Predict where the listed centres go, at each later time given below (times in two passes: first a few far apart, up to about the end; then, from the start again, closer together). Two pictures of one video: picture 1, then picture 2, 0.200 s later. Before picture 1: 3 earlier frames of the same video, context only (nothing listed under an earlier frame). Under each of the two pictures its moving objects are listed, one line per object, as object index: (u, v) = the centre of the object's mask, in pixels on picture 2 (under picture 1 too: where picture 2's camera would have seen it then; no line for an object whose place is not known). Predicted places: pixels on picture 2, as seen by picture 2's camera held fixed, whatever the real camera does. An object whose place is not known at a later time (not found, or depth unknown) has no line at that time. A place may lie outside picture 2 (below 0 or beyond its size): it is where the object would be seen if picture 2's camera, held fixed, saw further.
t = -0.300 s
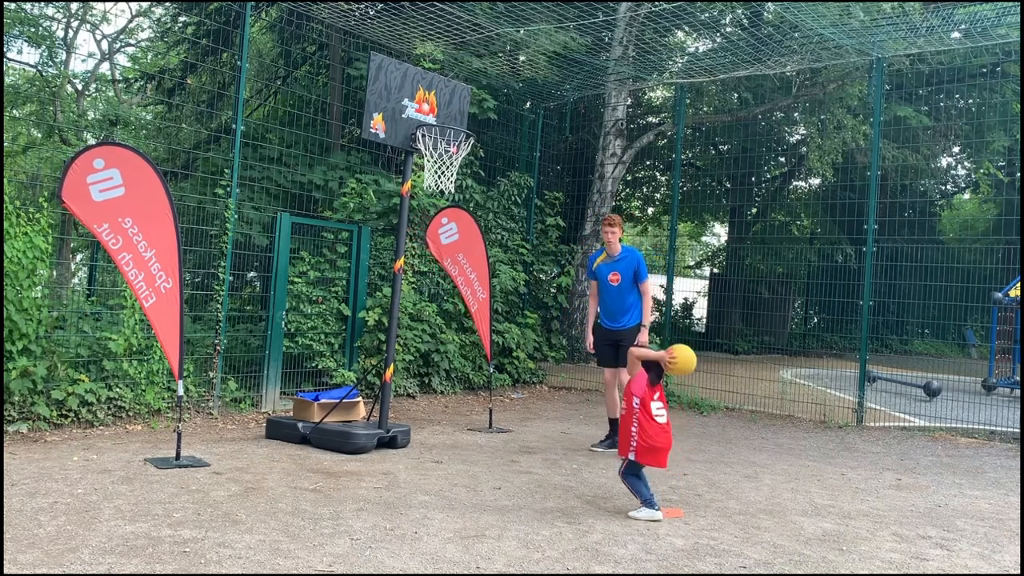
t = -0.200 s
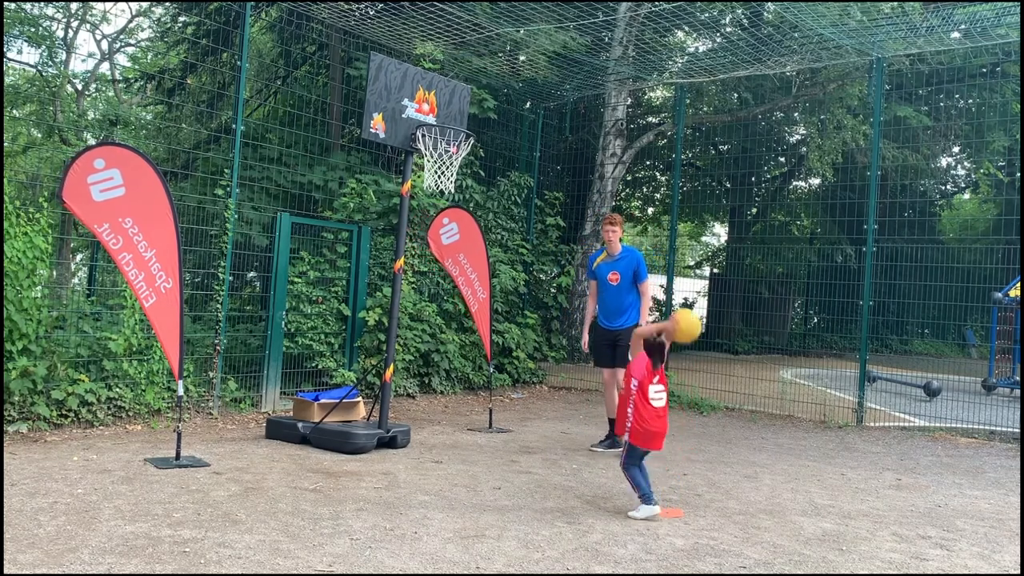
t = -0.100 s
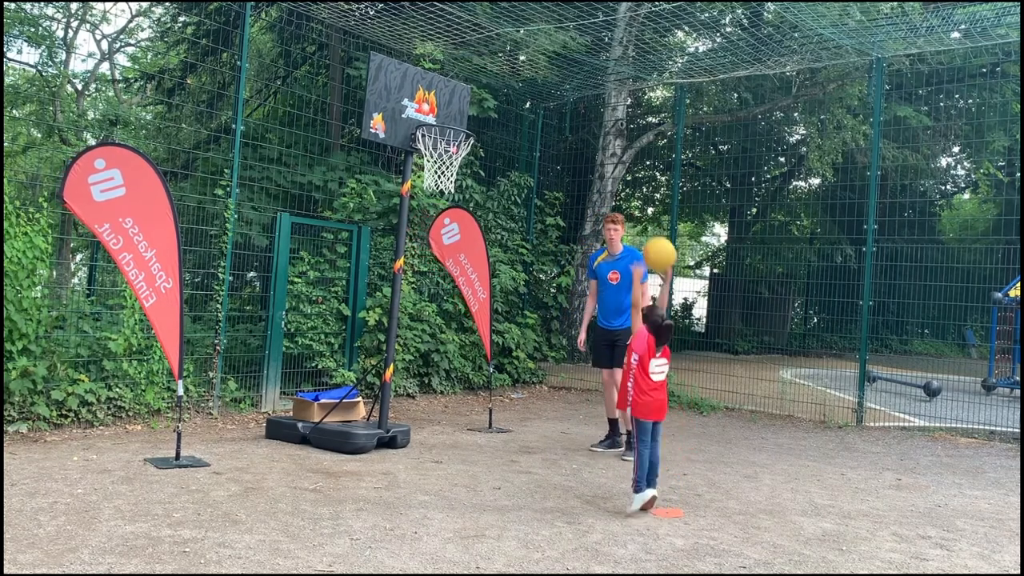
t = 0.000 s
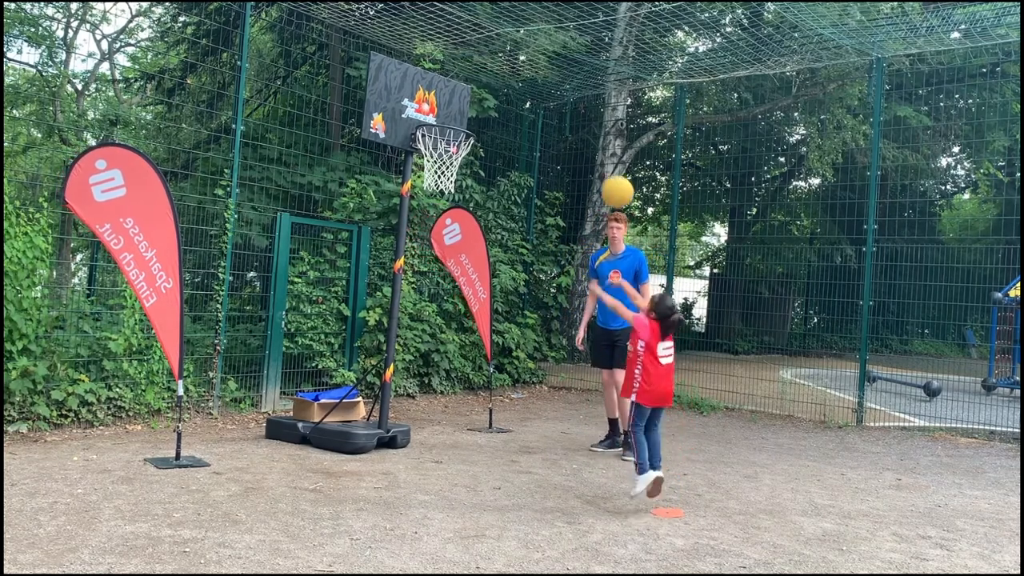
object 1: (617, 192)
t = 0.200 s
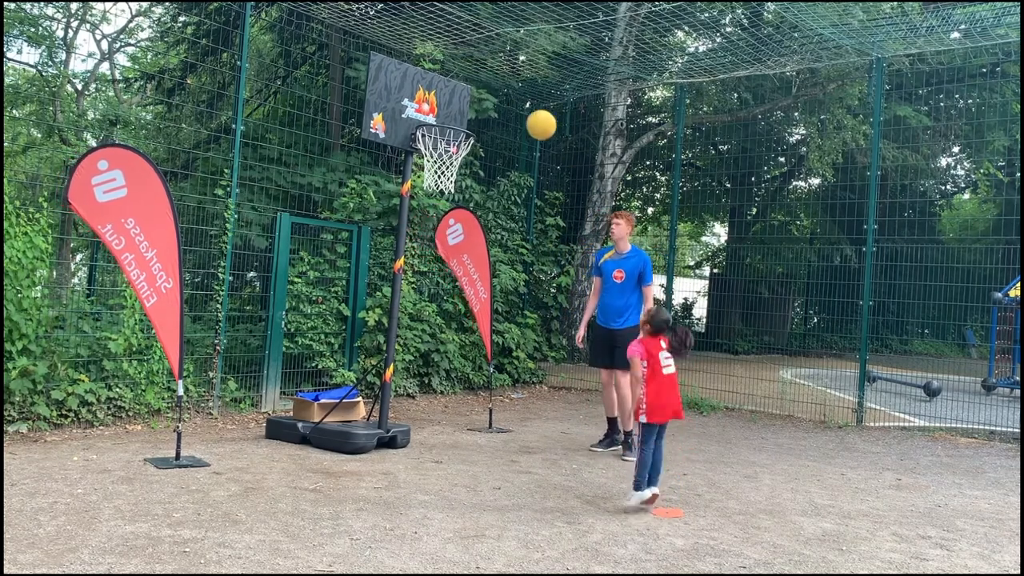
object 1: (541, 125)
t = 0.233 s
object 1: (529, 120)
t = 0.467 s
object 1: (469, 108)
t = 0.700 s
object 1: (460, 95)
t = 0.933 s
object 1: (448, 147)
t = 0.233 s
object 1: (529, 120)
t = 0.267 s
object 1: (518, 117)
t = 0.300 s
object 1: (506, 115)
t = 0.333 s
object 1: (495, 115)
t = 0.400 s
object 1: (473, 119)
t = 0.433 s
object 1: (469, 116)
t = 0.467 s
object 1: (469, 108)
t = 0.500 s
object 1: (468, 102)
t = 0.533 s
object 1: (467, 97)
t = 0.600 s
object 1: (464, 92)
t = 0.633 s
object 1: (463, 92)
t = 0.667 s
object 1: (462, 92)
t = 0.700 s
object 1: (460, 95)
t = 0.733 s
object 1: (459, 98)
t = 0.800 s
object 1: (455, 109)
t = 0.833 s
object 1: (454, 115)
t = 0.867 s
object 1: (452, 126)
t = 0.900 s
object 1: (450, 135)
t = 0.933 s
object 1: (448, 147)
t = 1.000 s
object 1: (445, 173)
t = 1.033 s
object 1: (442, 186)
